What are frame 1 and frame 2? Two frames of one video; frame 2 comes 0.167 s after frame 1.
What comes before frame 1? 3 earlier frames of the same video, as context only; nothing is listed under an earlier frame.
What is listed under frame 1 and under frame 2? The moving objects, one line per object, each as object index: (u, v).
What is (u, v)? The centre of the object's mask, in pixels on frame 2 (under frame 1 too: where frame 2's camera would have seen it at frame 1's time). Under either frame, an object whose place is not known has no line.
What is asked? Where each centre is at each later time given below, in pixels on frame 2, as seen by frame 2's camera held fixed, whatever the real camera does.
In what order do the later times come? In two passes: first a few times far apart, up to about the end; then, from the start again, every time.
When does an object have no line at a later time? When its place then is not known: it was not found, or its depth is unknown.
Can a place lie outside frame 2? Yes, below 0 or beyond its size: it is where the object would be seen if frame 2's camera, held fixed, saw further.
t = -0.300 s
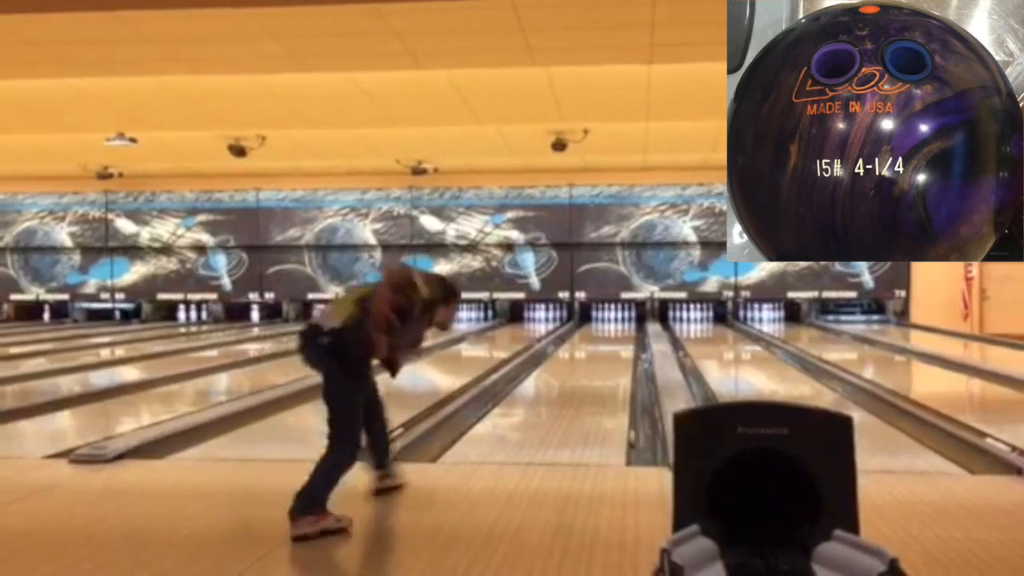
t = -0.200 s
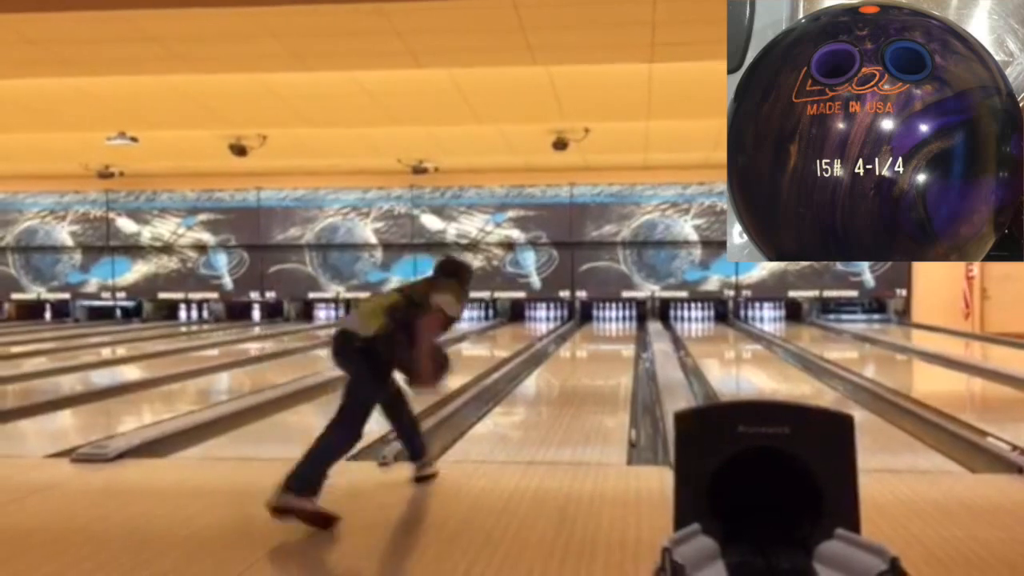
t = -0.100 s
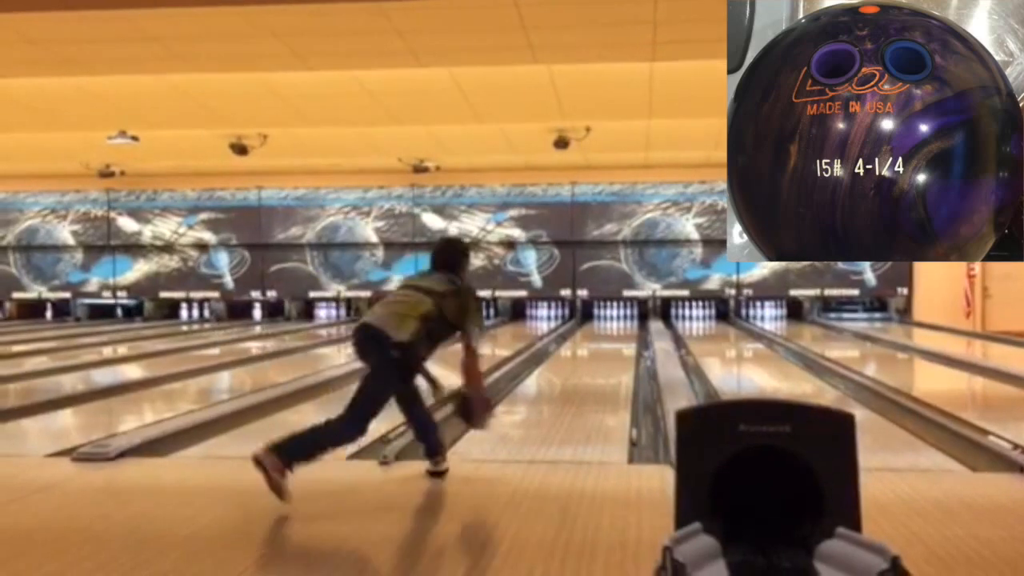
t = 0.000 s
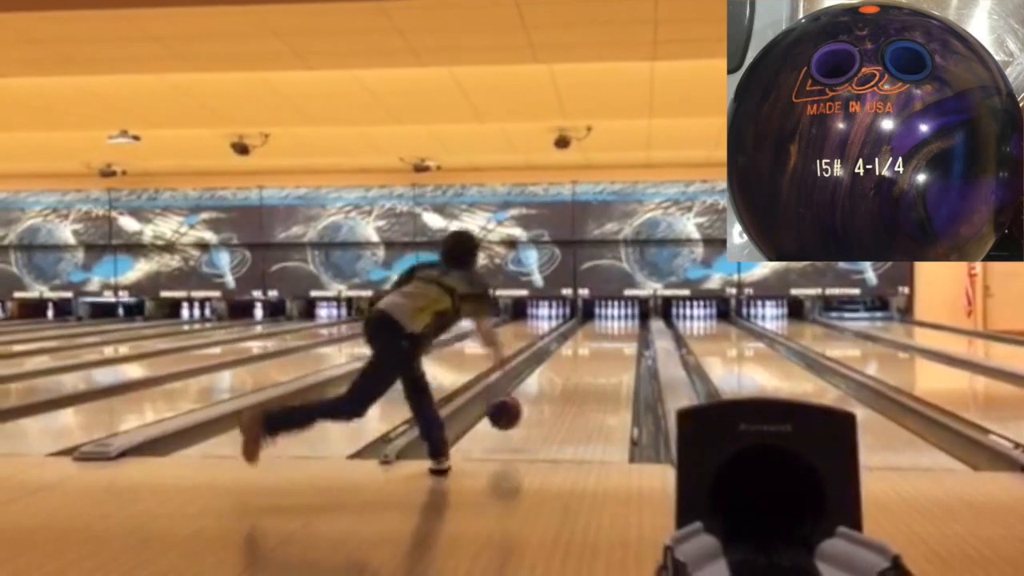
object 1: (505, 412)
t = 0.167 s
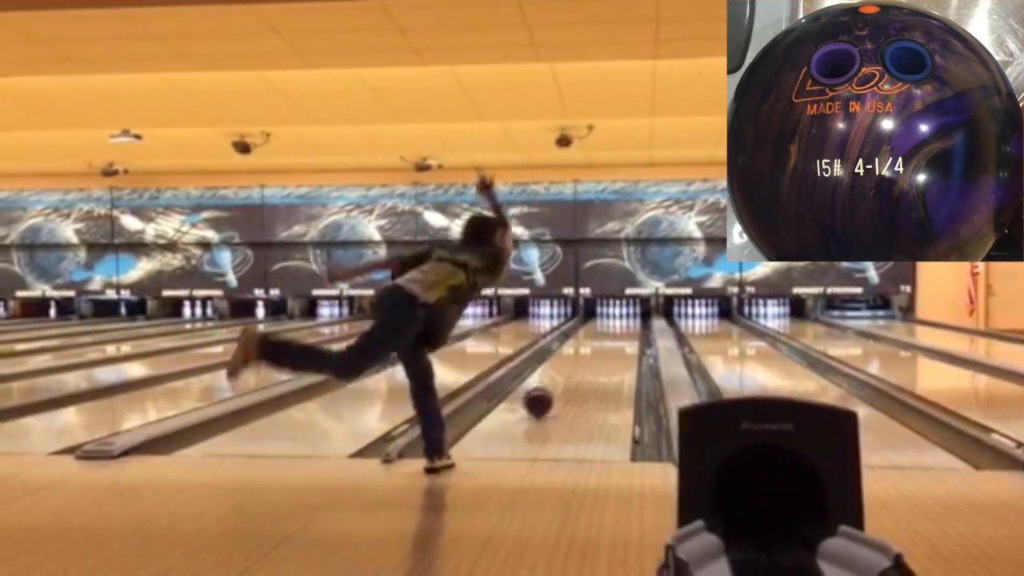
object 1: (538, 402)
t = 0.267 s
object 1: (552, 391)
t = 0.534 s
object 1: (580, 367)
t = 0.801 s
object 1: (598, 351)
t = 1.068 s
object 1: (609, 341)
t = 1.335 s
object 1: (618, 332)
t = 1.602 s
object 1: (624, 326)
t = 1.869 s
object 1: (626, 320)
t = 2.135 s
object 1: (625, 317)
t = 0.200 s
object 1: (543, 398)
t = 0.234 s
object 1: (548, 395)
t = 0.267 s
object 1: (552, 391)
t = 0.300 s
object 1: (557, 387)
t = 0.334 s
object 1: (561, 384)
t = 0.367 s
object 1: (564, 381)
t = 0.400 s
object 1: (568, 378)
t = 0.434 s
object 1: (572, 375)
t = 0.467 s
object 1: (574, 372)
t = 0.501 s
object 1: (578, 370)
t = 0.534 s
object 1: (580, 367)
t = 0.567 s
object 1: (583, 365)
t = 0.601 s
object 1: (585, 363)
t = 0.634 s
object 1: (588, 361)
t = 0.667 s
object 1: (590, 358)
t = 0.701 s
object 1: (592, 356)
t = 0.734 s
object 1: (594, 355)
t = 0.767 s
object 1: (596, 353)
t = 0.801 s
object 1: (598, 351)
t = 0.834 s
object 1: (600, 350)
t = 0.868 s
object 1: (601, 348)
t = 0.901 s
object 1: (603, 347)
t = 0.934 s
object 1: (604, 345)
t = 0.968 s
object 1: (606, 344)
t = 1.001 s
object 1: (607, 343)
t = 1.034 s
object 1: (608, 341)
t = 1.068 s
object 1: (609, 341)
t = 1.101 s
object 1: (611, 341)
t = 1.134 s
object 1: (612, 339)
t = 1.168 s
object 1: (613, 336)
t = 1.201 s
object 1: (614, 336)
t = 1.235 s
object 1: (615, 335)
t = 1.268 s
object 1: (616, 334)
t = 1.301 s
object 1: (617, 333)
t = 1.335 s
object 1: (618, 332)
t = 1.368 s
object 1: (619, 331)
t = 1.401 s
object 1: (619, 330)
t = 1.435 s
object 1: (620, 329)
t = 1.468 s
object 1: (621, 328)
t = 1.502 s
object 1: (622, 328)
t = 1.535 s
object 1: (623, 327)
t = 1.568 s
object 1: (623, 327)
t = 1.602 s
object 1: (624, 326)
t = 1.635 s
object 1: (624, 325)
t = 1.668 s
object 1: (624, 324)
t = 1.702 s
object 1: (625, 324)
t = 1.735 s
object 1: (625, 323)
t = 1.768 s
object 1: (625, 322)
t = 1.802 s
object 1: (625, 322)
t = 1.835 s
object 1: (626, 321)
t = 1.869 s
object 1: (626, 320)
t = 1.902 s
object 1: (625, 320)
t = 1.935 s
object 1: (625, 320)
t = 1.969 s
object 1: (626, 319)
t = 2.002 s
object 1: (626, 319)
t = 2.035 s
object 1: (626, 318)
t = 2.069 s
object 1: (625, 318)
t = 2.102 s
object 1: (625, 317)
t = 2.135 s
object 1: (625, 317)
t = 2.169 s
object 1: (625, 316)
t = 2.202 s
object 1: (623, 315)
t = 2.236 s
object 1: (624, 314)
